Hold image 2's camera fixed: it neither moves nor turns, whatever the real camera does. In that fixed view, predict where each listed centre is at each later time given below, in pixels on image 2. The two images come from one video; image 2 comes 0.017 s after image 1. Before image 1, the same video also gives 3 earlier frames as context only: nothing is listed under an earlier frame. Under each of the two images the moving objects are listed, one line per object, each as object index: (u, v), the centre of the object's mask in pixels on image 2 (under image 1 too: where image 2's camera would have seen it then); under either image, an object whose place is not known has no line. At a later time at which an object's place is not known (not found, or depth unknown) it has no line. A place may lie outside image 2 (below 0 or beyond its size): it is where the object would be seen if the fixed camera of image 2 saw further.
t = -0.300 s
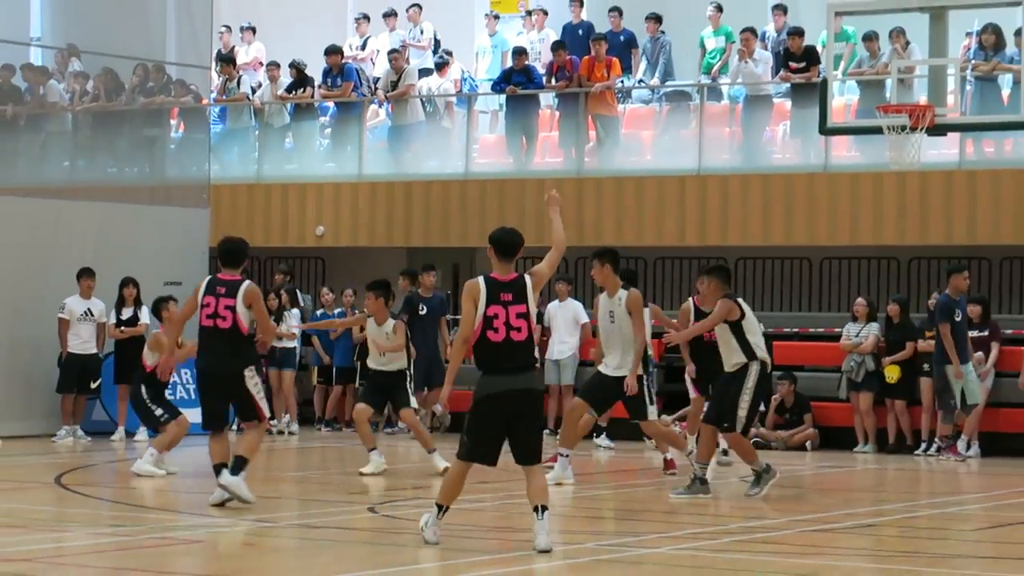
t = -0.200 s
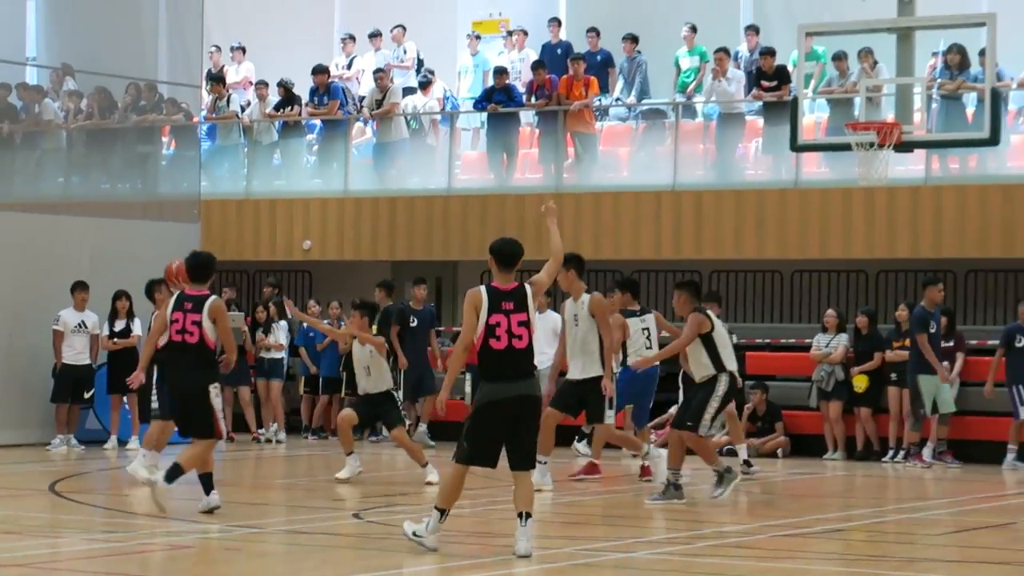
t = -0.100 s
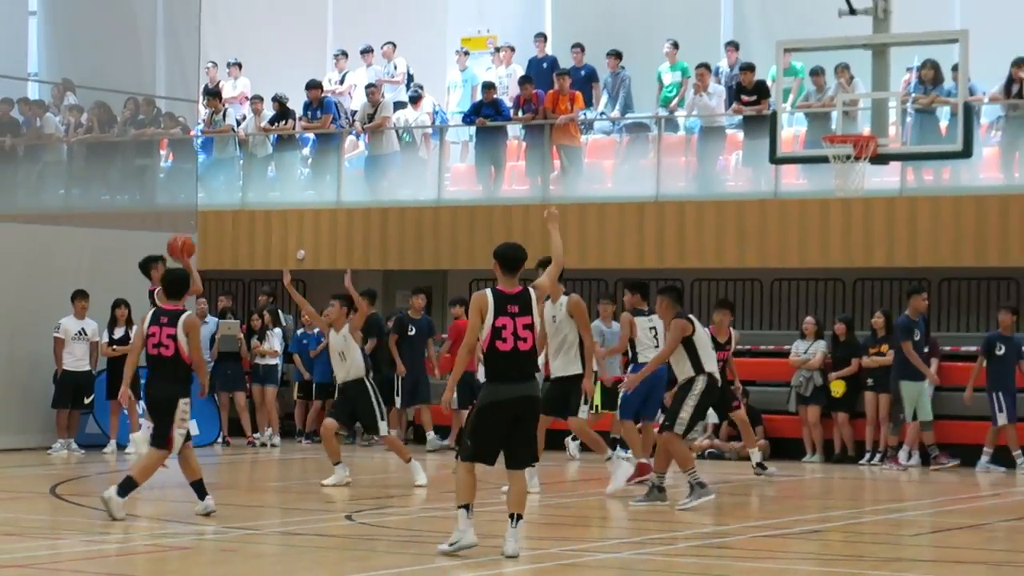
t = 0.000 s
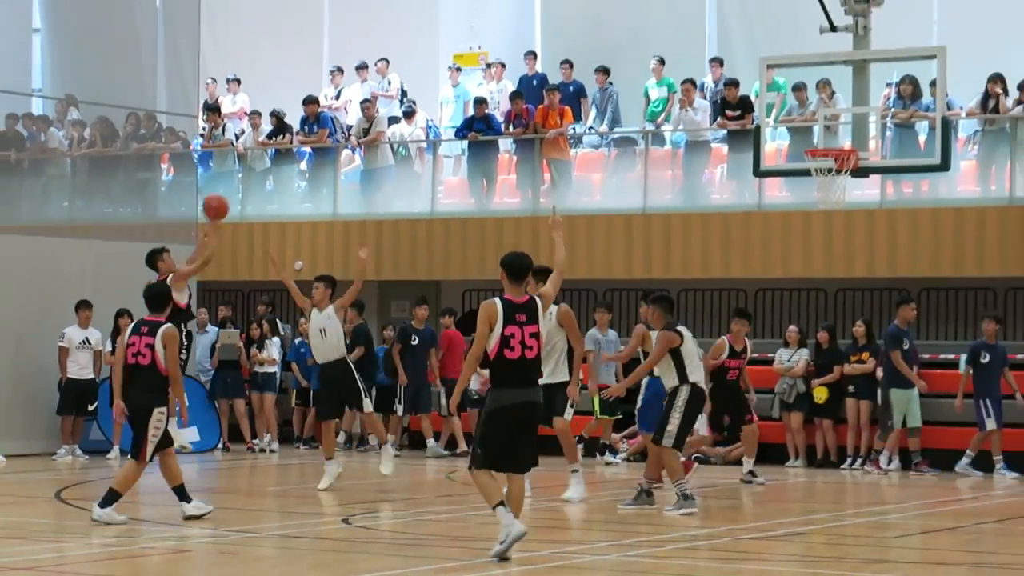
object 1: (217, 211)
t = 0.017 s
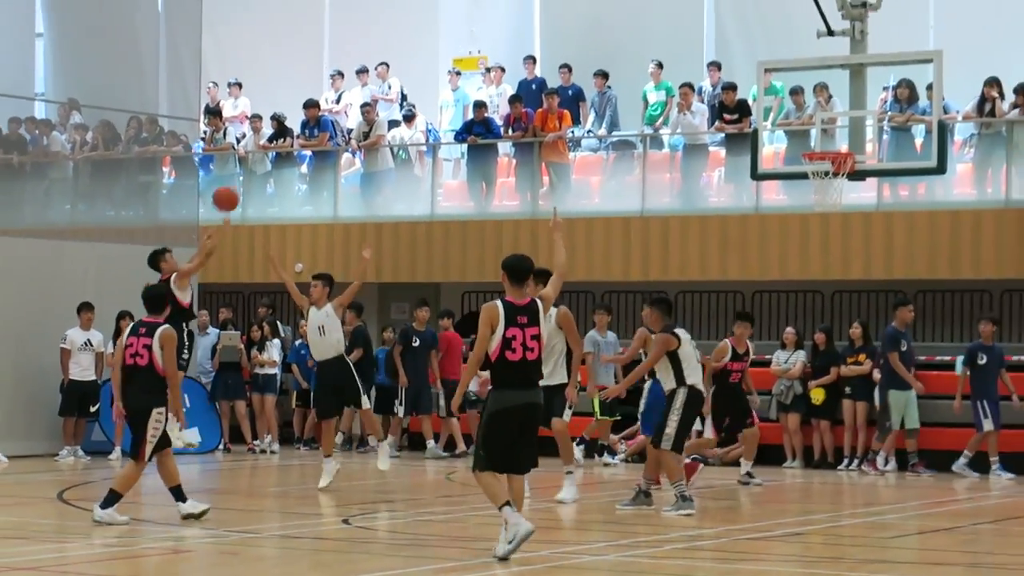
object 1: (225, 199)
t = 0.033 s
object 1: (235, 187)
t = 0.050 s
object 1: (244, 176)
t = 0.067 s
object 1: (253, 166)
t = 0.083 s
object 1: (264, 157)
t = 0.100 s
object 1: (273, 146)
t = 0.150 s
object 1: (301, 118)
